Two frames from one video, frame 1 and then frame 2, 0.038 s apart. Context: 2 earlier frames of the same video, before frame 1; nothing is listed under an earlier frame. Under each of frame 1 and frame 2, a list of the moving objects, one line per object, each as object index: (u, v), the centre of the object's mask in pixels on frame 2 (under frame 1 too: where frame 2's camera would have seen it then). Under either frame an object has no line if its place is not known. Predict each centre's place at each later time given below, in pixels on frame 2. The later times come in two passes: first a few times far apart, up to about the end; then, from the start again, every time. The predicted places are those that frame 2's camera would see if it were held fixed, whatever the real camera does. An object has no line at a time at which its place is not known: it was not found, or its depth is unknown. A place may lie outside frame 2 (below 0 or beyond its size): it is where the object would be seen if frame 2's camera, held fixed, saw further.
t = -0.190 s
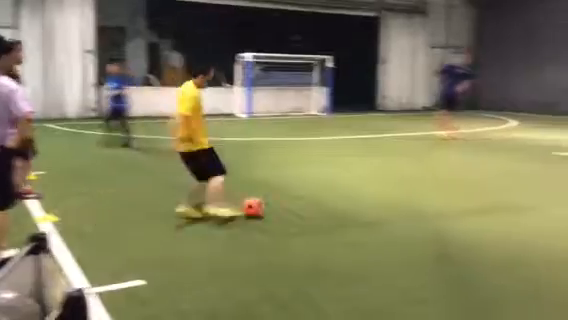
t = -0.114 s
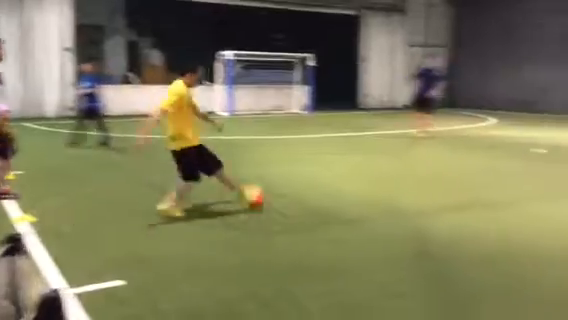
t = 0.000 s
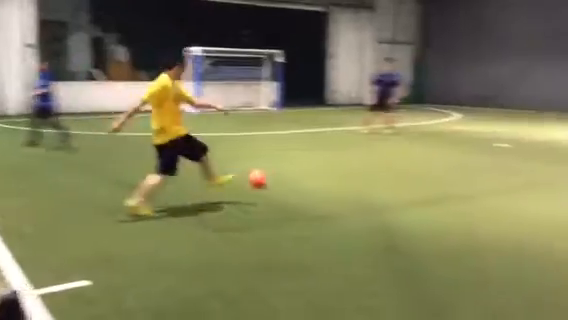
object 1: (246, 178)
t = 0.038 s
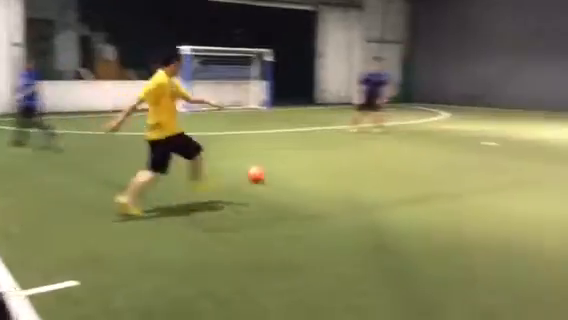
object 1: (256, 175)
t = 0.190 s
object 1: (283, 162)
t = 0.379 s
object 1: (305, 151)
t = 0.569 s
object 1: (322, 144)
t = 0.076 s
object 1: (264, 170)
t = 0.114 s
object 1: (271, 167)
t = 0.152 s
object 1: (277, 164)
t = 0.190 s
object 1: (283, 162)
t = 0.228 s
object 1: (289, 159)
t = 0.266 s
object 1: (293, 156)
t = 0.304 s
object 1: (297, 154)
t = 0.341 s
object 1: (301, 153)
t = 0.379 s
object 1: (305, 151)
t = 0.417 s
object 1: (308, 149)
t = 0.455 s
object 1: (312, 148)
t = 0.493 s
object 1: (315, 146)
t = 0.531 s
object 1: (318, 146)
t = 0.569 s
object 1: (322, 144)
